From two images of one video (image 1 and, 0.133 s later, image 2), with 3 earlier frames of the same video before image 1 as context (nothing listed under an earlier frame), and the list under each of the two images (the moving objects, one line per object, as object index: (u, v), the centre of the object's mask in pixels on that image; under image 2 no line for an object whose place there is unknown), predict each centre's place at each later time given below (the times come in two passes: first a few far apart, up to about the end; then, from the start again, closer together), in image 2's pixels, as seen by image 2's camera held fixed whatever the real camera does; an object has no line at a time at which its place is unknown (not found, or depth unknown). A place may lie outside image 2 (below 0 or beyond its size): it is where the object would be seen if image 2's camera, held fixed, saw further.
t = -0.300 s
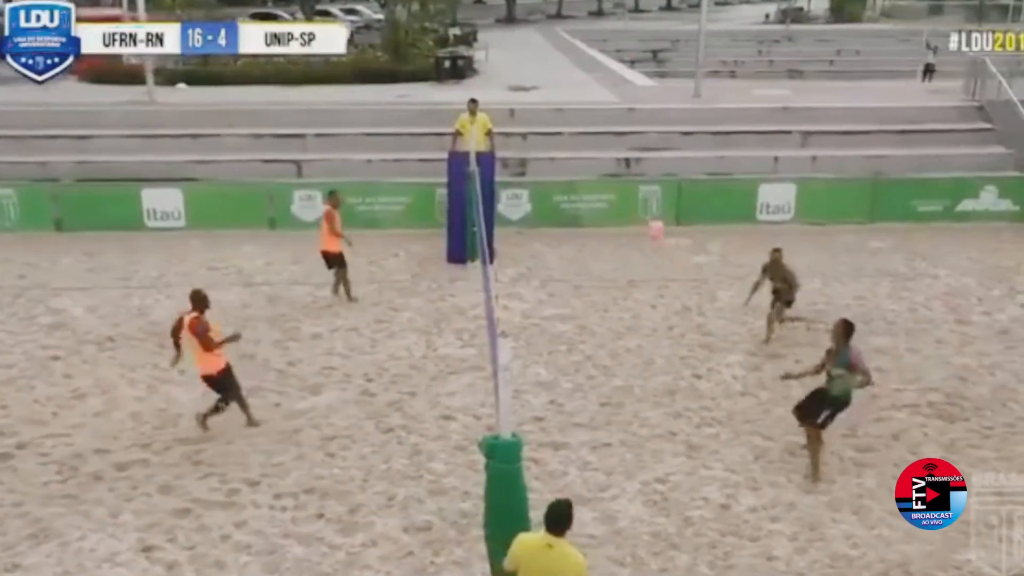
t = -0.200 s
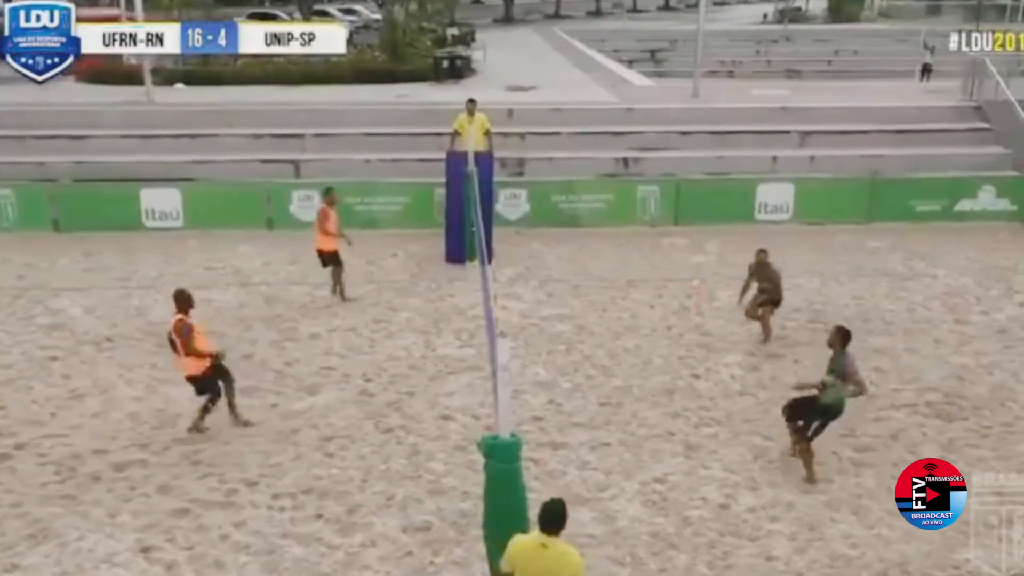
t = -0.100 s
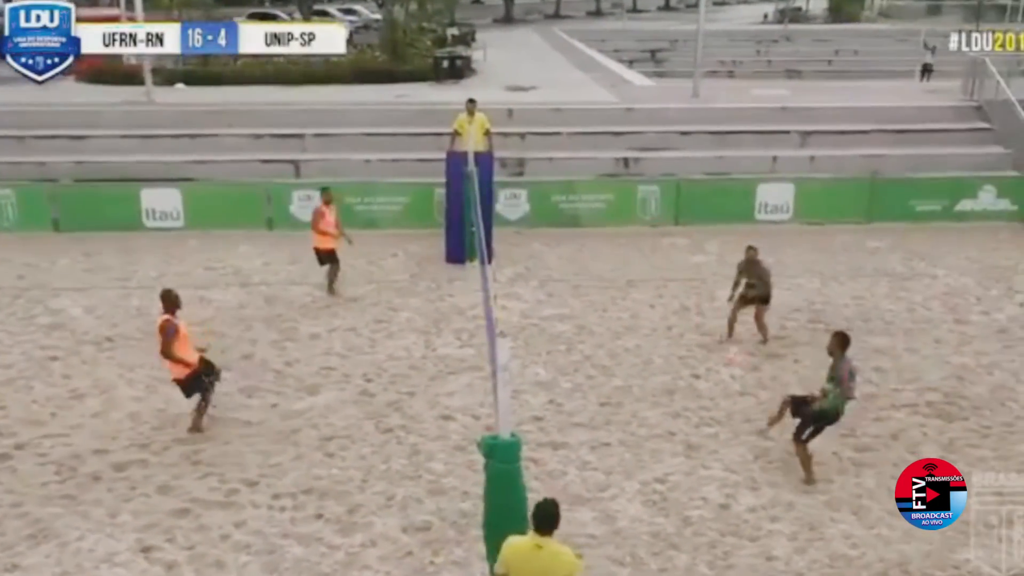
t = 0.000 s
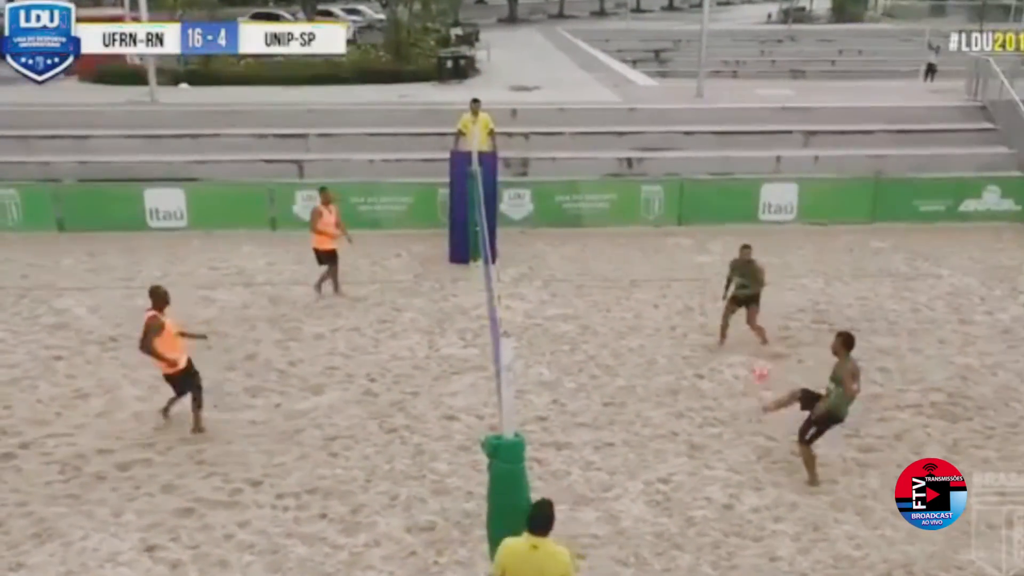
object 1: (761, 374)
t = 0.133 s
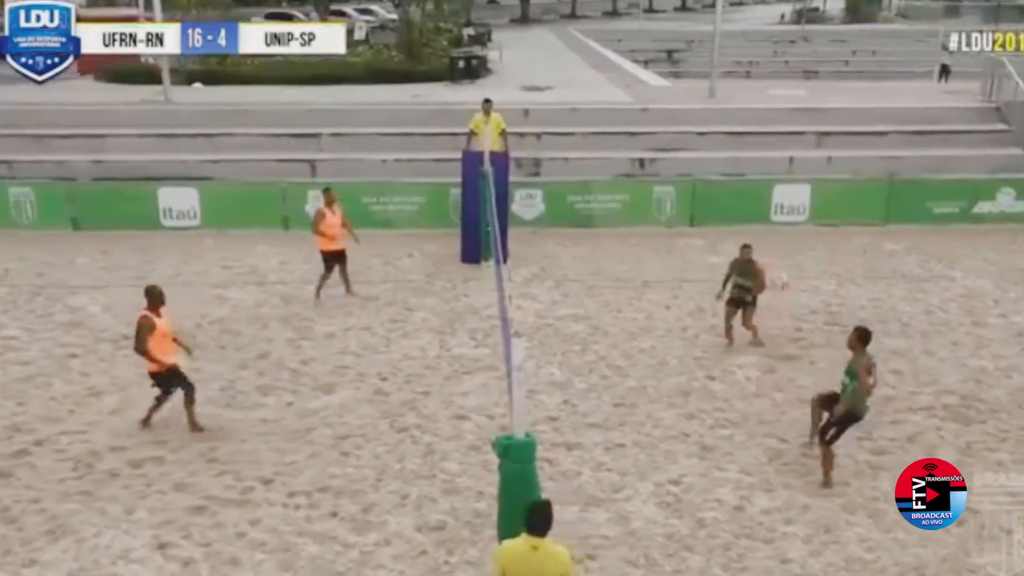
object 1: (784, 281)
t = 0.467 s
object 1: (795, 121)
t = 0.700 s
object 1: (792, 72)
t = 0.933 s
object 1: (790, 71)
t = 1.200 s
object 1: (782, 121)
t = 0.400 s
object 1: (786, 144)
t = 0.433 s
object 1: (786, 134)
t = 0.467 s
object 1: (795, 121)
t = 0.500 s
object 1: (792, 112)
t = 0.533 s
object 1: (792, 101)
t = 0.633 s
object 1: (791, 80)
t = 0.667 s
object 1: (792, 77)
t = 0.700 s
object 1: (792, 72)
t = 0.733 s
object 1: (792, 68)
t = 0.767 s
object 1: (792, 67)
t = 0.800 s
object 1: (792, 66)
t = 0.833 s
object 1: (792, 67)
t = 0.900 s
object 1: (792, 69)
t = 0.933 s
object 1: (790, 71)
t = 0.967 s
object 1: (789, 75)
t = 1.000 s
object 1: (789, 78)
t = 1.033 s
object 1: (788, 83)
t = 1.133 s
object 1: (784, 109)
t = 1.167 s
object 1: (784, 113)
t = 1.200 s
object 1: (782, 121)
